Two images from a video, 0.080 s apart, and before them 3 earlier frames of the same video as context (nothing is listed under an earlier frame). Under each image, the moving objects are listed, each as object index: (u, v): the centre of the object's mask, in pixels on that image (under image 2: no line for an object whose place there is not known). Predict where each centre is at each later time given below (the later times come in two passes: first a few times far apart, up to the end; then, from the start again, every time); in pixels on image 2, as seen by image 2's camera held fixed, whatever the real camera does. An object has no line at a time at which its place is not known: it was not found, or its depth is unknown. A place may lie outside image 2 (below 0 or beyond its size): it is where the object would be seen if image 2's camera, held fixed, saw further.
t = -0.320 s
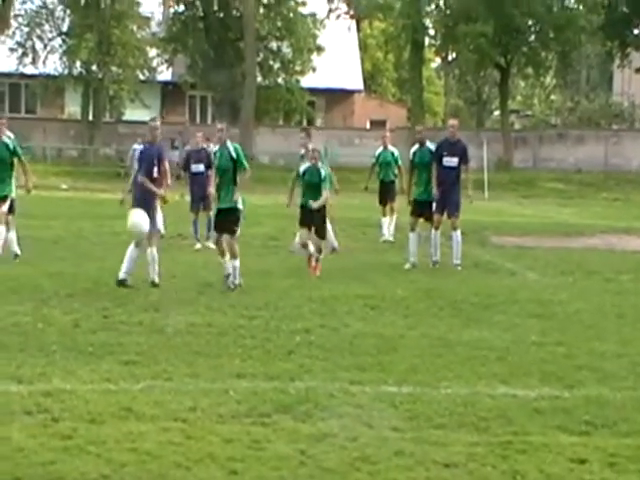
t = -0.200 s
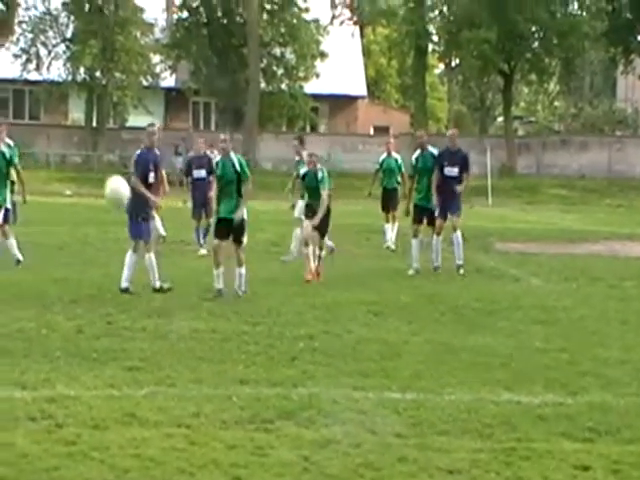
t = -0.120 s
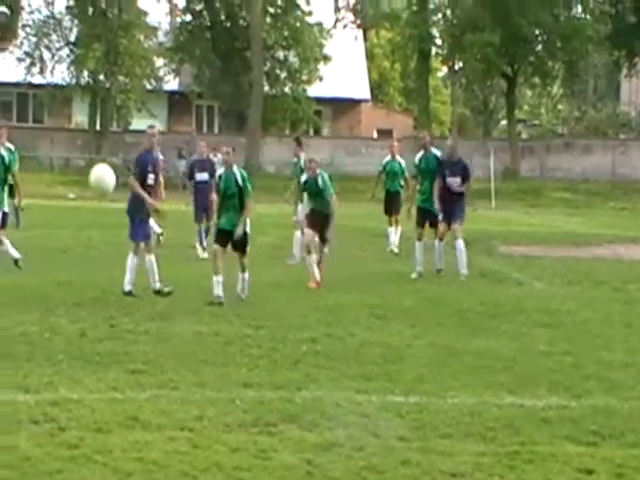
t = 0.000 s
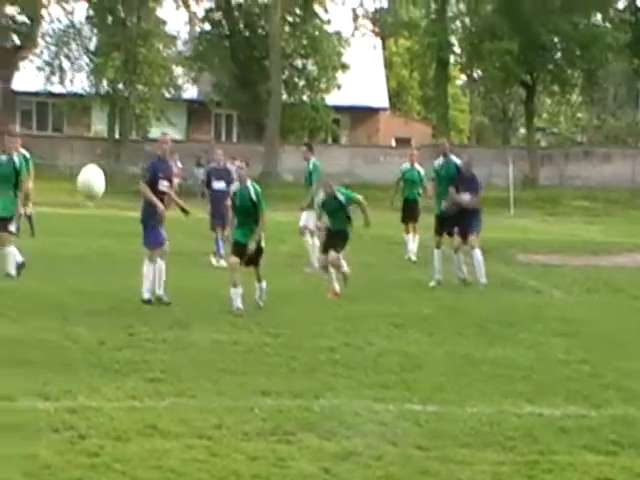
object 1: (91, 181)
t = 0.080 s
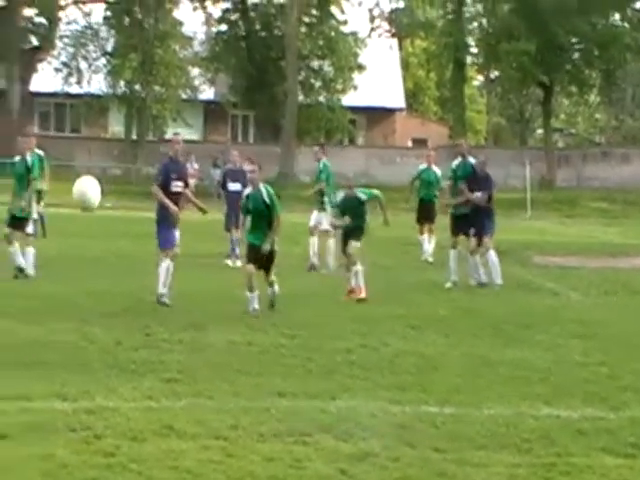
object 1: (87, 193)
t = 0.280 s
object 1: (23, 270)
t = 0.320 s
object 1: (10, 297)
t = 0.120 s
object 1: (75, 203)
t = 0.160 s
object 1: (63, 214)
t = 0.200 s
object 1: (51, 229)
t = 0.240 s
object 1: (38, 250)
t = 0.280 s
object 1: (23, 270)
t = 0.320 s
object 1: (10, 297)
